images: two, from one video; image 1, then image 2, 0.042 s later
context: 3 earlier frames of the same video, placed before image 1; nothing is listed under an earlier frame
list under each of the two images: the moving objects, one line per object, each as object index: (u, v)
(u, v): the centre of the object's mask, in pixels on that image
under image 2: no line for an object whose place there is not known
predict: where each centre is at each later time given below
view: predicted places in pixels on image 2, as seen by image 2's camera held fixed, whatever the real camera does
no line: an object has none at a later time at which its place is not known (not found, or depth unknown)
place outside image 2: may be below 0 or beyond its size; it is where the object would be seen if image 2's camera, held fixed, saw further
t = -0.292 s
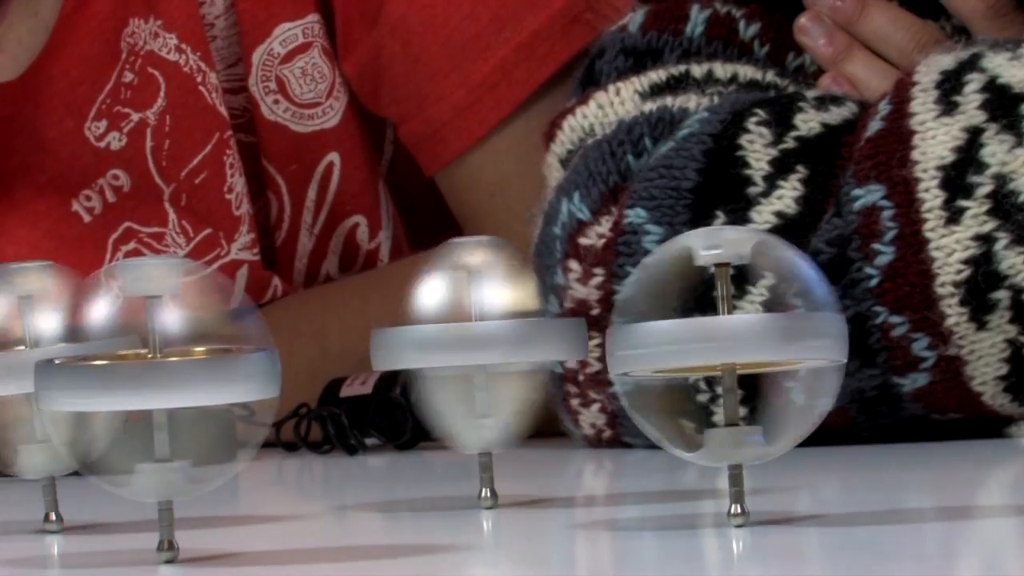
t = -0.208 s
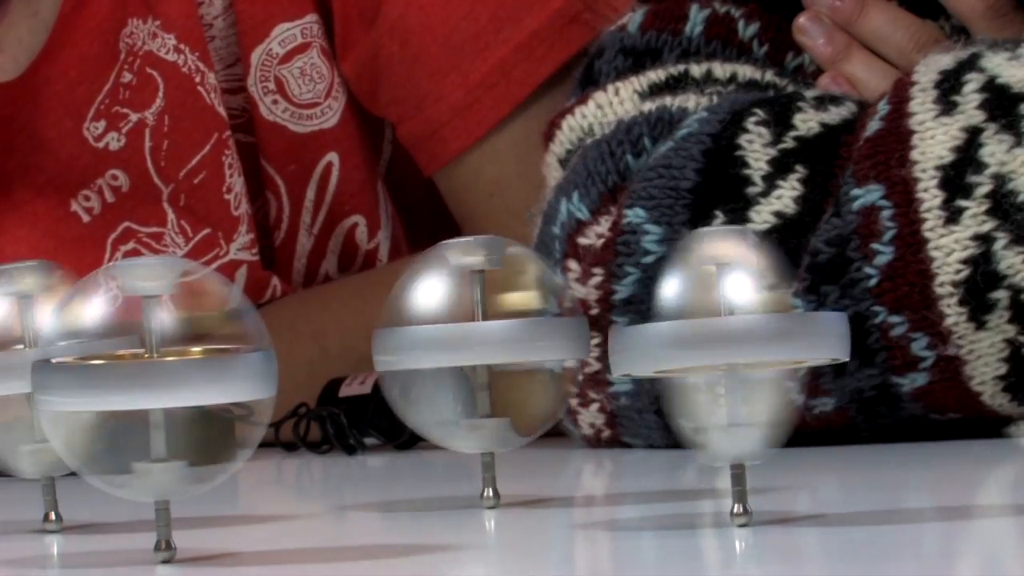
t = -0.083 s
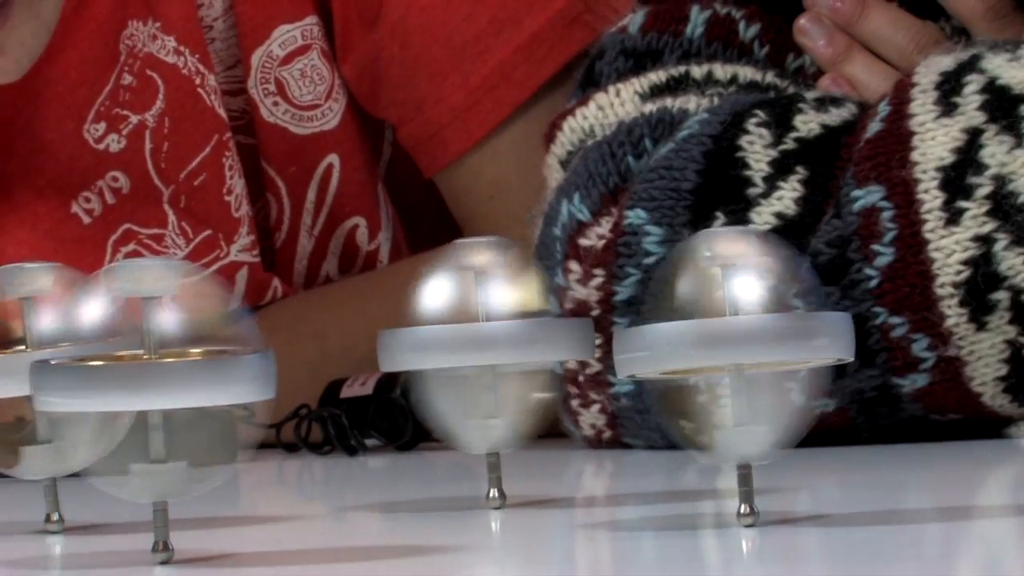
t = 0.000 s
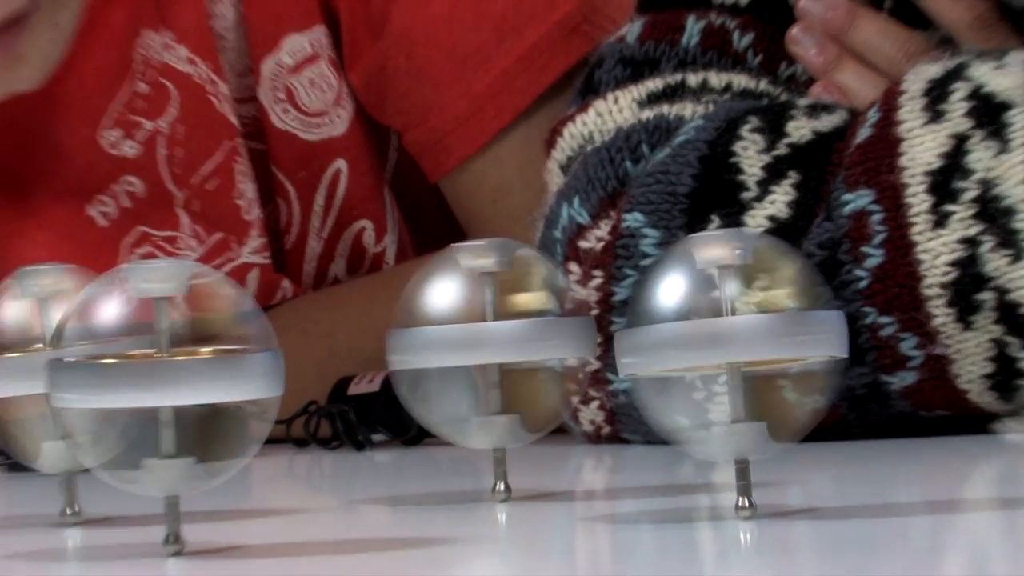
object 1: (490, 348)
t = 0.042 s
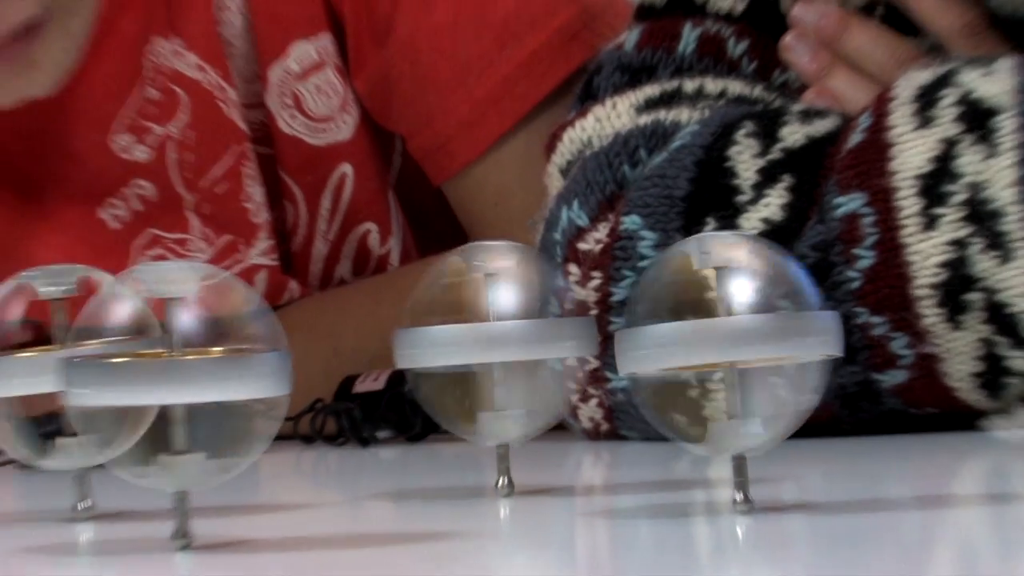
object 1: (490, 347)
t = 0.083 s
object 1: (495, 346)
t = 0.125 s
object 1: (496, 347)
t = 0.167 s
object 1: (498, 346)
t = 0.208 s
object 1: (496, 348)
